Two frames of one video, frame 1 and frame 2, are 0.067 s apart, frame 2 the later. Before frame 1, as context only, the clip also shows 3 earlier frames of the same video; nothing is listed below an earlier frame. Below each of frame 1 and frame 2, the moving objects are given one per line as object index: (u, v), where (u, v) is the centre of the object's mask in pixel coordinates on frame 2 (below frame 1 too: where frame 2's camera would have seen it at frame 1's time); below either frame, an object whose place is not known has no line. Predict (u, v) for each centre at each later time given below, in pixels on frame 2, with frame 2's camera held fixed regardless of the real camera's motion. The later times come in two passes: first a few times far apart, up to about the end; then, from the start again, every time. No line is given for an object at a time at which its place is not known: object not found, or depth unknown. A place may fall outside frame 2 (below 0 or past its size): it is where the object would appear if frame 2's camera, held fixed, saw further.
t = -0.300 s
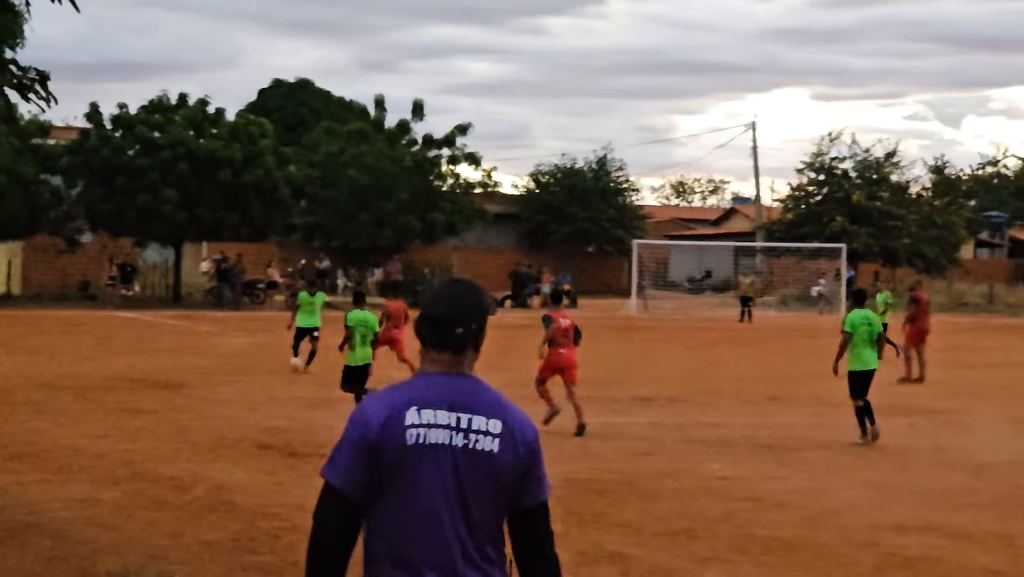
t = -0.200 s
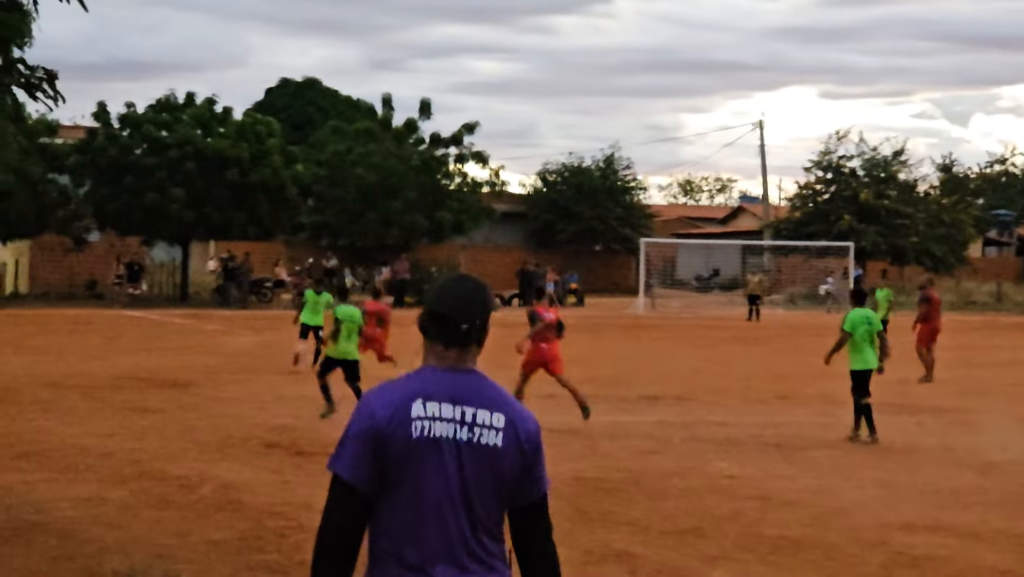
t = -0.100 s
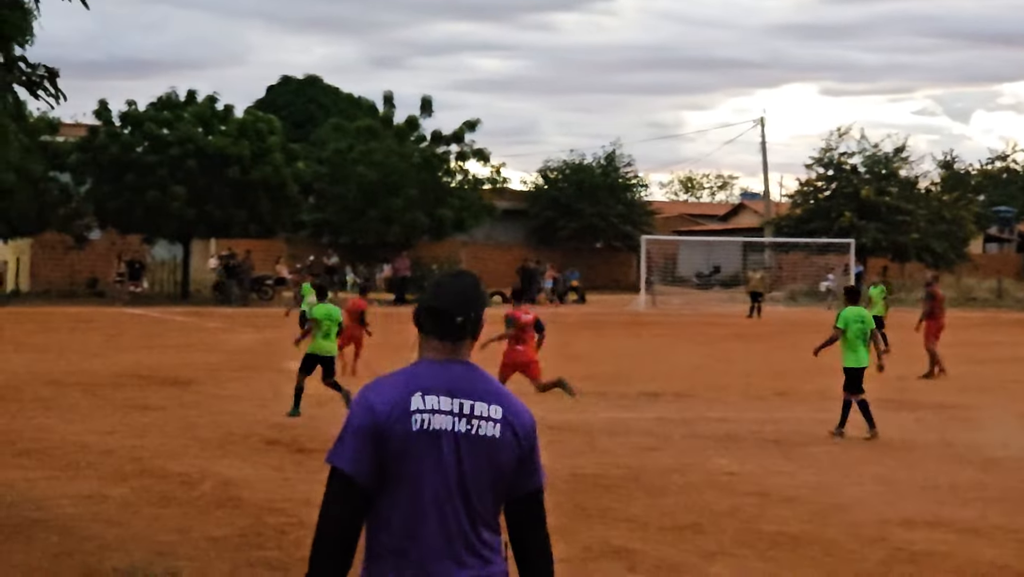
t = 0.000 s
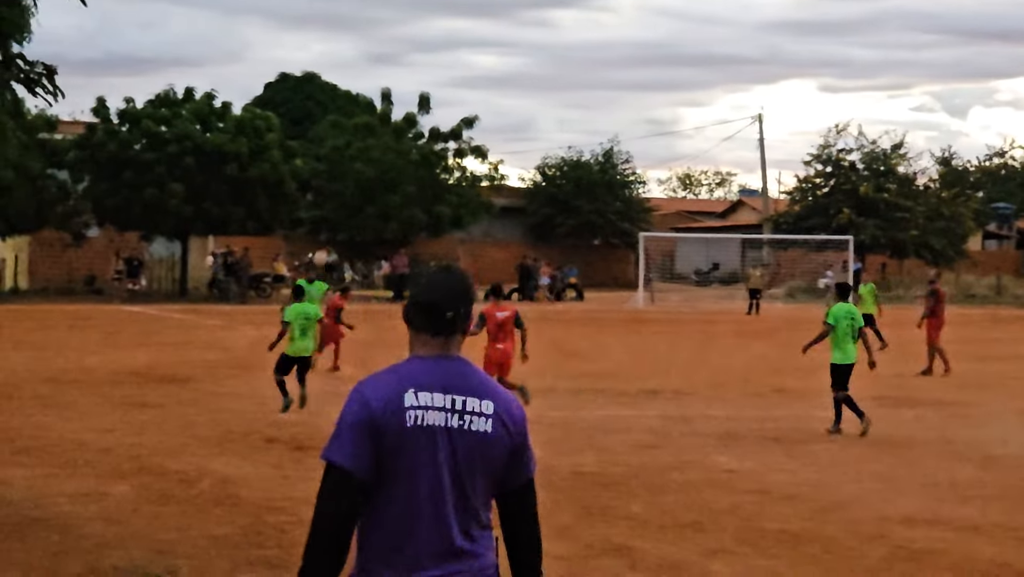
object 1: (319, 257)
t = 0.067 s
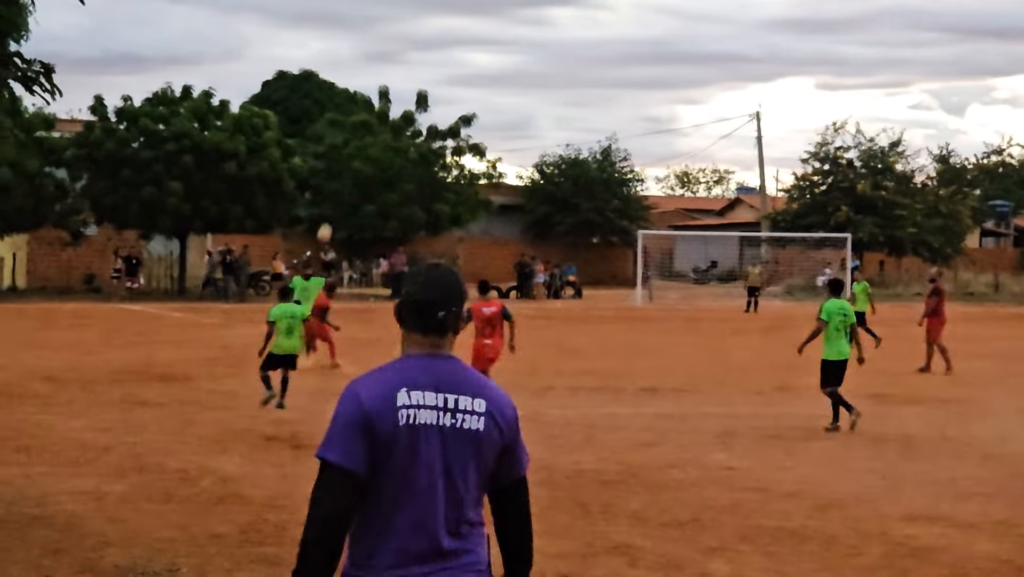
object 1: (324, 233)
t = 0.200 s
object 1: (338, 191)
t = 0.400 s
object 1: (357, 147)
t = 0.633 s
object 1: (381, 121)
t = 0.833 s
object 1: (401, 124)
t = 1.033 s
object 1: (422, 153)
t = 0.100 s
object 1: (328, 222)
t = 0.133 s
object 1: (331, 211)
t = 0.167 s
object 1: (334, 201)
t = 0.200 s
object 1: (338, 191)
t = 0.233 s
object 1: (341, 182)
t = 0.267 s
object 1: (344, 174)
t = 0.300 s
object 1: (347, 167)
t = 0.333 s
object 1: (351, 159)
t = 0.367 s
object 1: (354, 152)
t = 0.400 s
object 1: (357, 147)
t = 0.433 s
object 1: (361, 140)
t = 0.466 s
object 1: (364, 135)
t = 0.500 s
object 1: (367, 131)
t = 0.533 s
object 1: (370, 127)
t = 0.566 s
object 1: (374, 125)
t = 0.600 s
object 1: (377, 122)
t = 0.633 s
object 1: (381, 121)
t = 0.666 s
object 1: (384, 120)
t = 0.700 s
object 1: (387, 120)
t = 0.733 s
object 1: (391, 120)
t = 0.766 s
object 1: (394, 121)
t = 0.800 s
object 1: (398, 123)
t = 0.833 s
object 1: (401, 124)
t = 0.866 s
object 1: (405, 127)
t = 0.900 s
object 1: (409, 131)
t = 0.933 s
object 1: (413, 135)
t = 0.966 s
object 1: (416, 140)
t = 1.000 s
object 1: (419, 146)
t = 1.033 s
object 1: (422, 153)
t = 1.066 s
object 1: (426, 160)
